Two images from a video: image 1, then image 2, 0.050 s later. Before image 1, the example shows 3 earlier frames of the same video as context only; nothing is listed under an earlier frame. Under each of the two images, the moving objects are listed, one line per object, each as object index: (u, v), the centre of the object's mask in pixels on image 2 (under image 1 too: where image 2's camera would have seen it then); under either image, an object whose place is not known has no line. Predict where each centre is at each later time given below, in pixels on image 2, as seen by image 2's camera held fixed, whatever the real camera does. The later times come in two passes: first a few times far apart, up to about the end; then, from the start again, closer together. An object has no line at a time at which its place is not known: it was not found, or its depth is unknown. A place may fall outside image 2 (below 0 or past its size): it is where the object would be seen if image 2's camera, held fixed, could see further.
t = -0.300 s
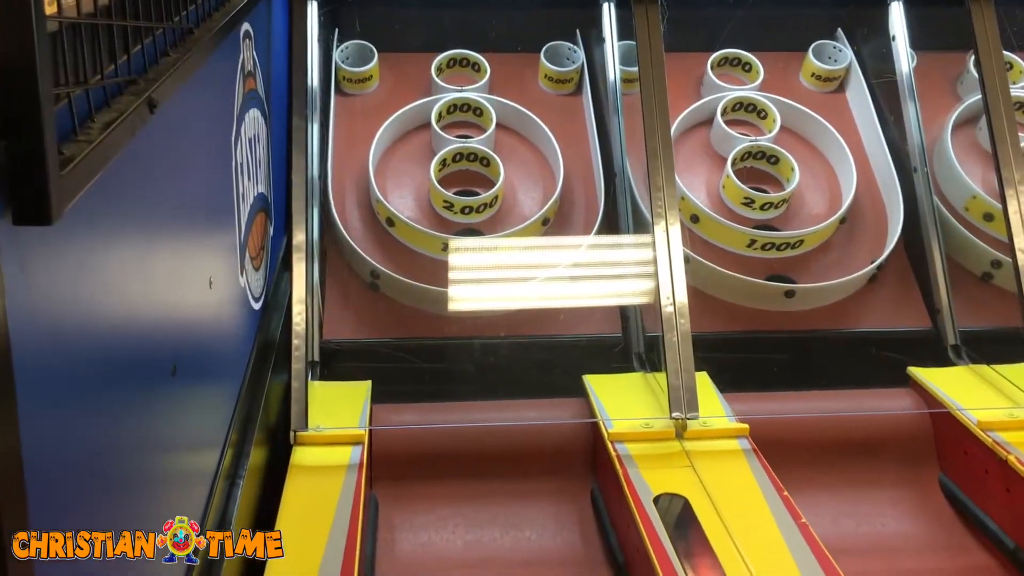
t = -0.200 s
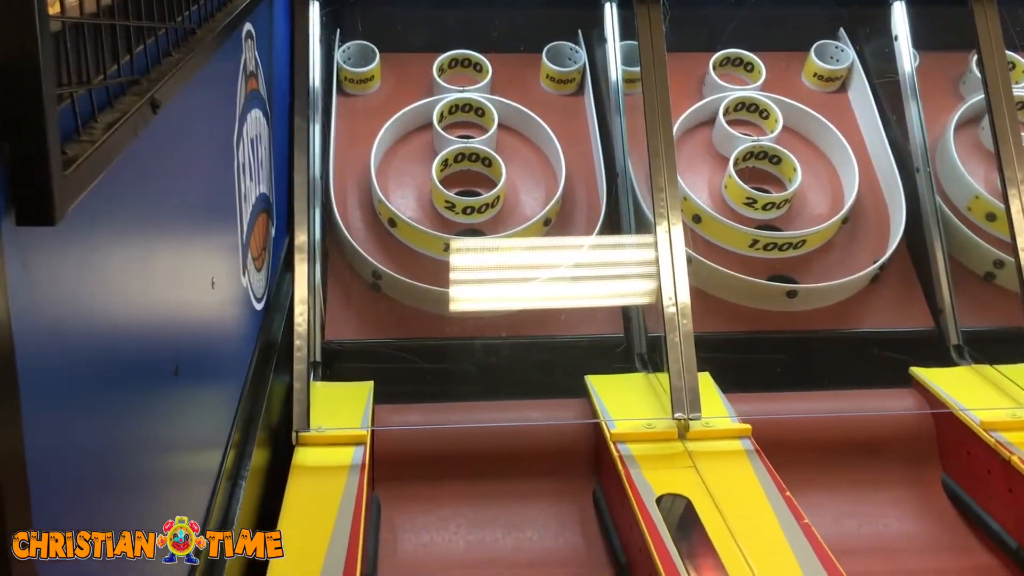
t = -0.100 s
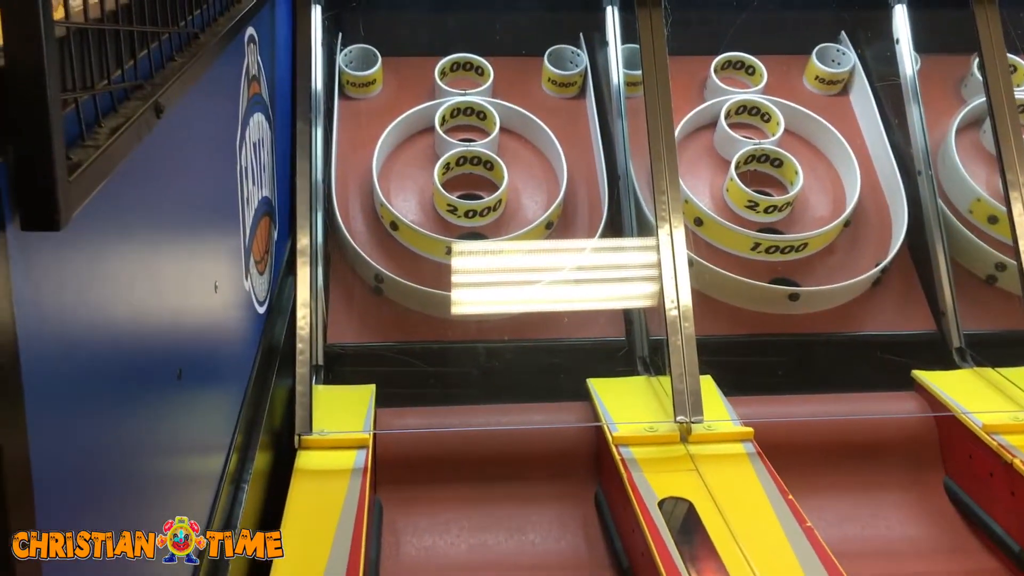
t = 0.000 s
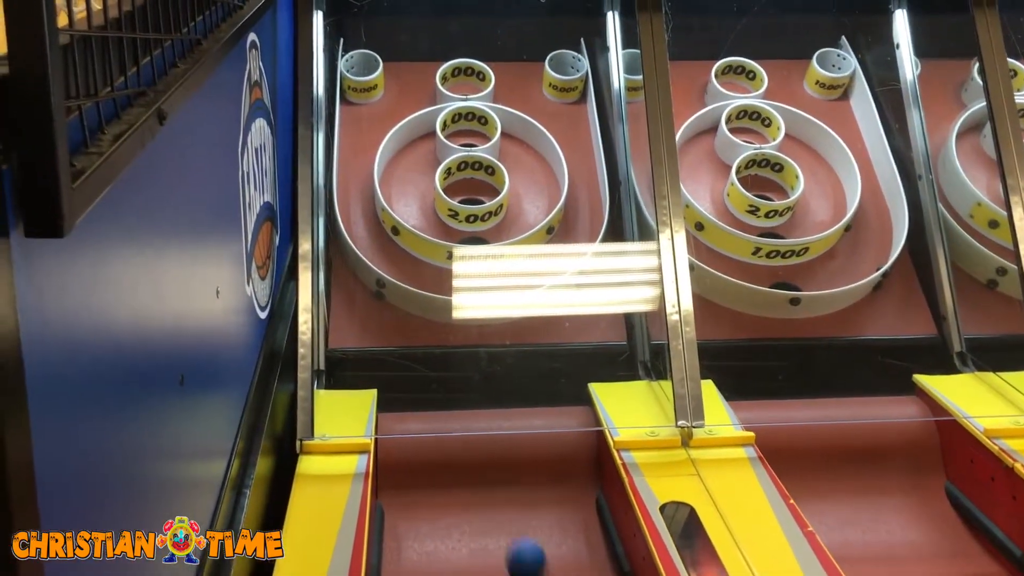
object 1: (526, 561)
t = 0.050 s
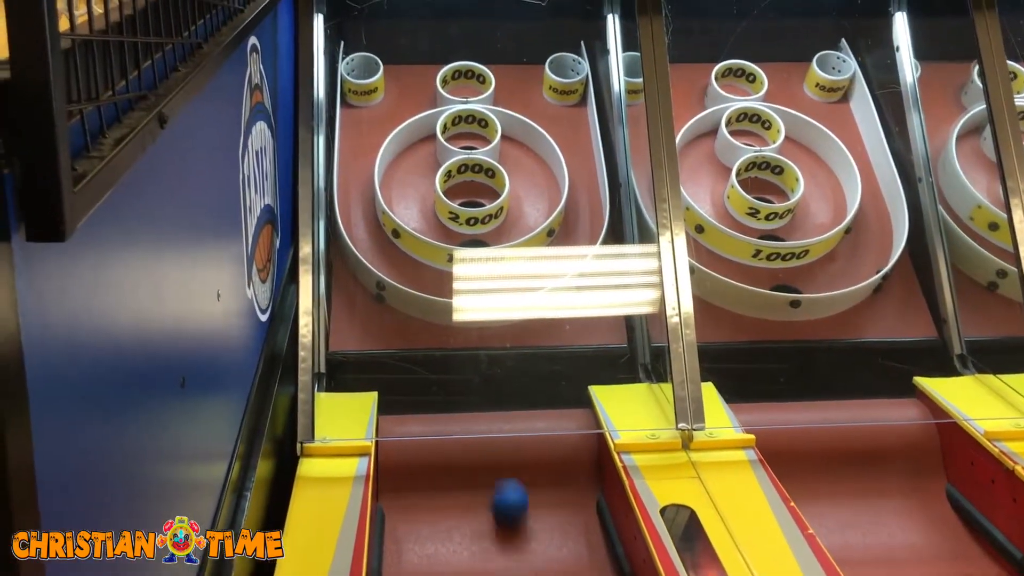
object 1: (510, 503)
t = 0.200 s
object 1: (476, 329)
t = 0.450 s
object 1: (426, 246)
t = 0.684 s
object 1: (410, 273)
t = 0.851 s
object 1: (443, 290)
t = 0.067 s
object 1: (505, 478)
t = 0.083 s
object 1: (502, 457)
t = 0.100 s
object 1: (497, 433)
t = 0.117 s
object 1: (494, 406)
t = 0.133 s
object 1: (491, 387)
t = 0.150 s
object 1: (487, 372)
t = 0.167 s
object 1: (484, 355)
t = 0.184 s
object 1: (480, 339)
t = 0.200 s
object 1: (476, 329)
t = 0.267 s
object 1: (449, 269)
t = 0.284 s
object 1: (448, 264)
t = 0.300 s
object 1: (449, 255)
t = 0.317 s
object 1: (448, 250)
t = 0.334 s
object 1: (446, 246)
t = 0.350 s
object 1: (444, 242)
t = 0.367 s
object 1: (441, 241)
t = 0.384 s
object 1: (438, 240)
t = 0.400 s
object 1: (435, 240)
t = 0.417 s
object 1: (432, 241)
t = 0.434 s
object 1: (429, 243)
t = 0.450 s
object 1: (426, 246)
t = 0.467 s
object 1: (423, 251)
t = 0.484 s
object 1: (420, 259)
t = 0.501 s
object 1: (418, 264)
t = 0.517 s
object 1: (415, 272)
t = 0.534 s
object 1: (413, 274)
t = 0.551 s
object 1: (410, 272)
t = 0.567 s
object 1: (407, 270)
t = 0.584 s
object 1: (405, 269)
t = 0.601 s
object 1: (403, 269)
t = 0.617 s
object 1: (402, 269)
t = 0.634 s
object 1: (403, 269)
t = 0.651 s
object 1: (404, 269)
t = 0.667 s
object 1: (407, 271)
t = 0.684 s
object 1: (410, 273)
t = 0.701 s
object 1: (413, 275)
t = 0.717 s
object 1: (416, 278)
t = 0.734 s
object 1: (421, 281)
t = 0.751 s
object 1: (425, 285)
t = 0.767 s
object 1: (430, 286)
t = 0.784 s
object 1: (432, 287)
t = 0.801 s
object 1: (435, 288)
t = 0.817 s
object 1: (438, 288)
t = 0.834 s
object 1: (440, 289)
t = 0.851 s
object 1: (443, 290)
